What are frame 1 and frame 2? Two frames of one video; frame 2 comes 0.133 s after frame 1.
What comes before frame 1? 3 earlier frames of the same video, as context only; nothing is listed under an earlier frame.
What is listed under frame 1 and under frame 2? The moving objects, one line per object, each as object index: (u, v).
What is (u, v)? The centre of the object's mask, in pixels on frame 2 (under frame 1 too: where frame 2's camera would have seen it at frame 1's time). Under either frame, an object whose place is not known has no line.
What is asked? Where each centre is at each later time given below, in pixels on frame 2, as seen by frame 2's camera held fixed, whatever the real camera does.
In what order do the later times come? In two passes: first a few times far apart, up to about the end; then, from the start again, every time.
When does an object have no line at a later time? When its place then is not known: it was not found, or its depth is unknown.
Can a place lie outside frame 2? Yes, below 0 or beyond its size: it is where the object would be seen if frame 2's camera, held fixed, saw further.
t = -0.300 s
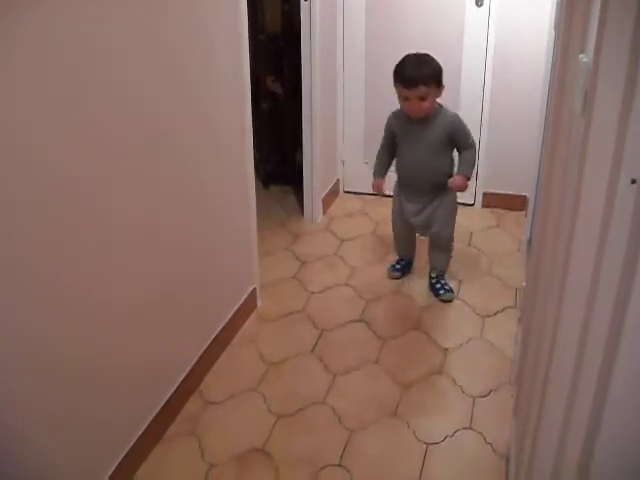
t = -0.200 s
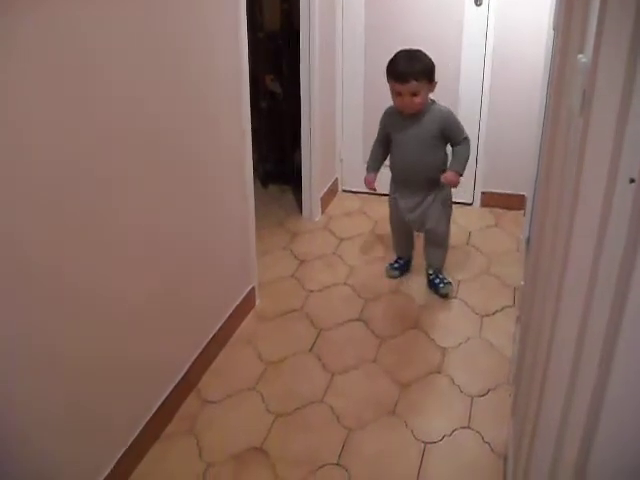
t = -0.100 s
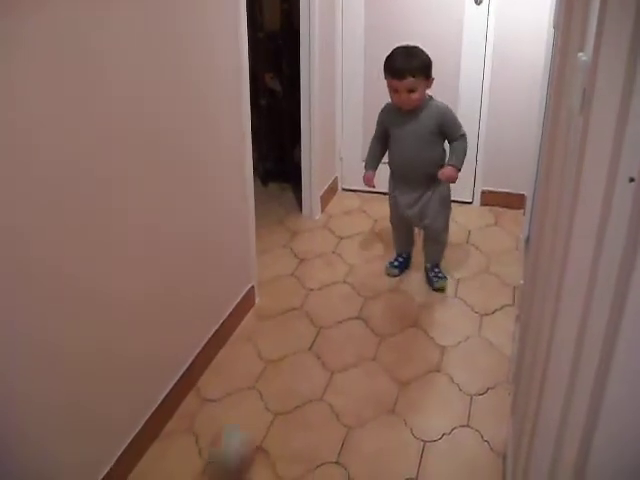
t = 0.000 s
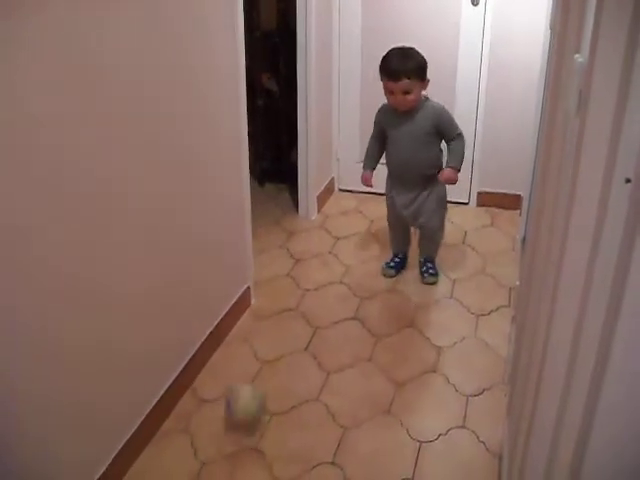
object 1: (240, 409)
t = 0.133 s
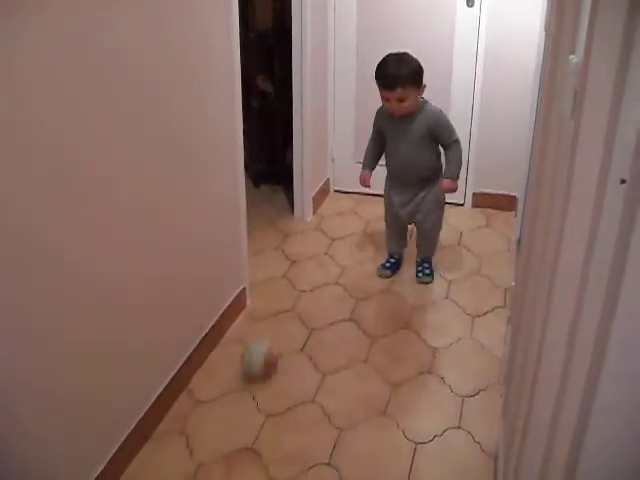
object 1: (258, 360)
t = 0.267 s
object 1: (274, 322)
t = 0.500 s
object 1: (293, 271)
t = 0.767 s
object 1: (309, 230)
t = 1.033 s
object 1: (328, 208)
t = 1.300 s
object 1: (357, 197)
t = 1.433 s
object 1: (368, 190)
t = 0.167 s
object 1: (264, 349)
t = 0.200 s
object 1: (267, 341)
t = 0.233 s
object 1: (271, 330)
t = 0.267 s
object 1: (274, 322)
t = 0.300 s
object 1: (278, 310)
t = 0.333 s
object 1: (280, 305)
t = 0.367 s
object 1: (281, 298)
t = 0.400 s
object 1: (285, 291)
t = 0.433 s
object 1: (288, 284)
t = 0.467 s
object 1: (291, 277)
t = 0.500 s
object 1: (293, 271)
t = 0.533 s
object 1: (295, 265)
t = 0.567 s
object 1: (296, 260)
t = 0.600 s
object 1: (297, 254)
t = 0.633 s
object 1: (300, 249)
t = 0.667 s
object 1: (302, 246)
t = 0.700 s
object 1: (305, 240)
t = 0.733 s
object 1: (308, 233)
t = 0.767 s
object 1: (309, 230)
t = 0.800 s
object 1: (310, 227)
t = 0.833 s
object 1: (312, 223)
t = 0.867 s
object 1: (313, 218)
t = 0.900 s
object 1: (315, 214)
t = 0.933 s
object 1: (317, 212)
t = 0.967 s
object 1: (322, 210)
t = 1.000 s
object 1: (324, 209)
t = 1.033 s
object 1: (328, 208)
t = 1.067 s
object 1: (333, 207)
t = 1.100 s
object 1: (337, 205)
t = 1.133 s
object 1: (341, 203)
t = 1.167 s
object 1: (345, 202)
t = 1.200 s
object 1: (349, 201)
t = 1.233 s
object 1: (351, 198)
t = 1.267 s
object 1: (355, 199)
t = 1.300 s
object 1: (357, 197)
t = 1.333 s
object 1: (362, 194)
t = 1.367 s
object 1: (364, 193)
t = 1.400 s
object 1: (366, 192)
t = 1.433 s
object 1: (368, 190)
